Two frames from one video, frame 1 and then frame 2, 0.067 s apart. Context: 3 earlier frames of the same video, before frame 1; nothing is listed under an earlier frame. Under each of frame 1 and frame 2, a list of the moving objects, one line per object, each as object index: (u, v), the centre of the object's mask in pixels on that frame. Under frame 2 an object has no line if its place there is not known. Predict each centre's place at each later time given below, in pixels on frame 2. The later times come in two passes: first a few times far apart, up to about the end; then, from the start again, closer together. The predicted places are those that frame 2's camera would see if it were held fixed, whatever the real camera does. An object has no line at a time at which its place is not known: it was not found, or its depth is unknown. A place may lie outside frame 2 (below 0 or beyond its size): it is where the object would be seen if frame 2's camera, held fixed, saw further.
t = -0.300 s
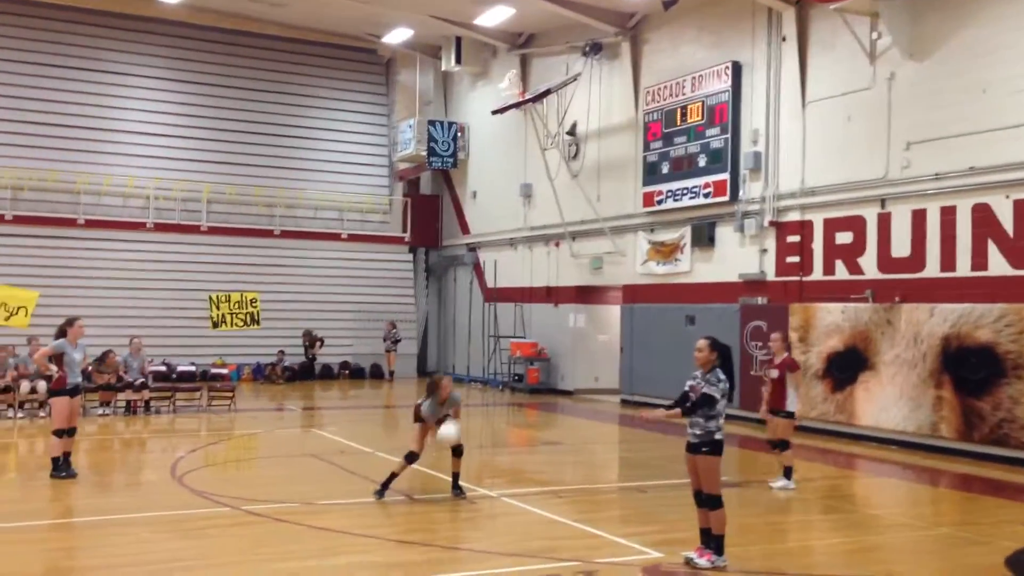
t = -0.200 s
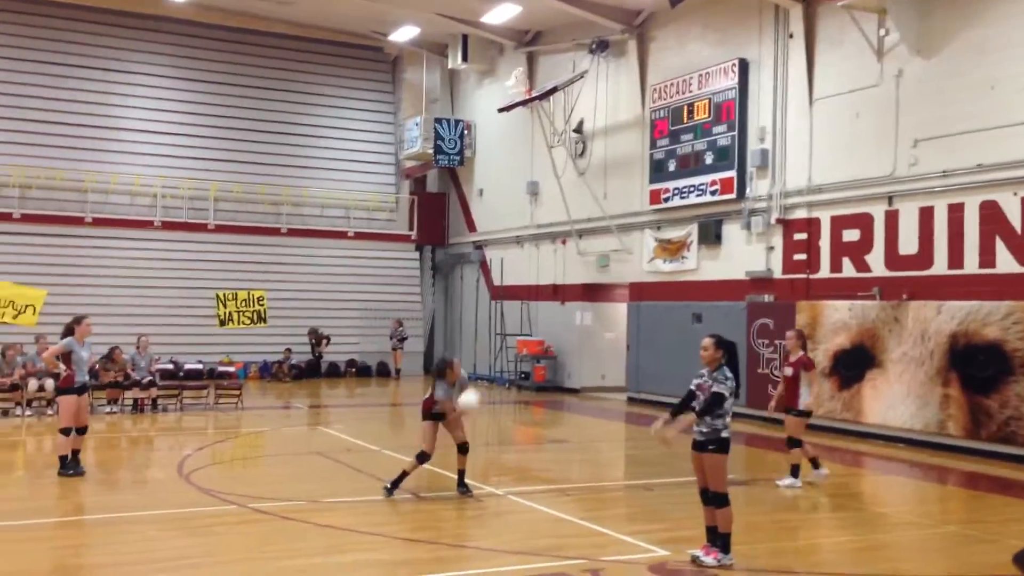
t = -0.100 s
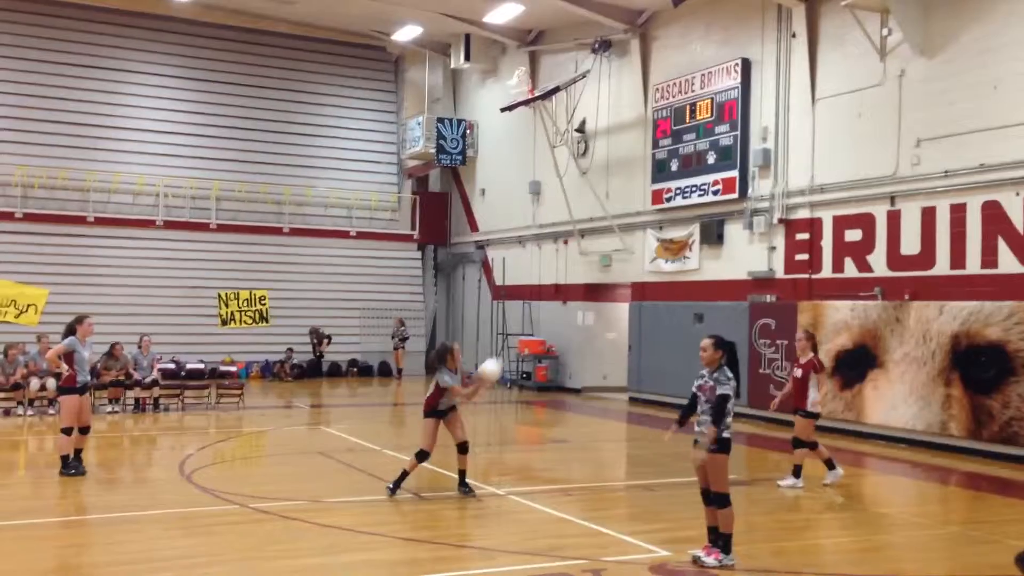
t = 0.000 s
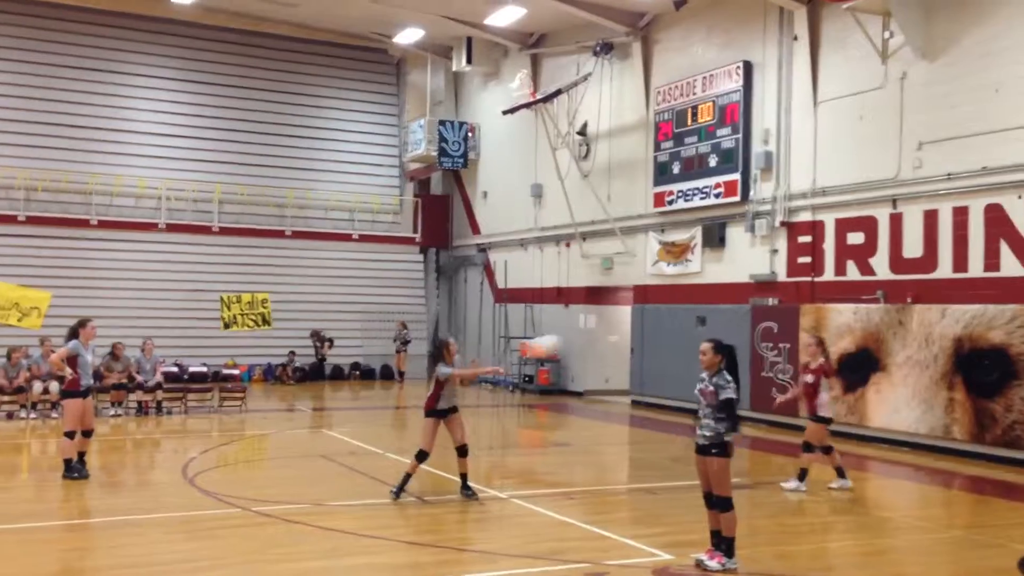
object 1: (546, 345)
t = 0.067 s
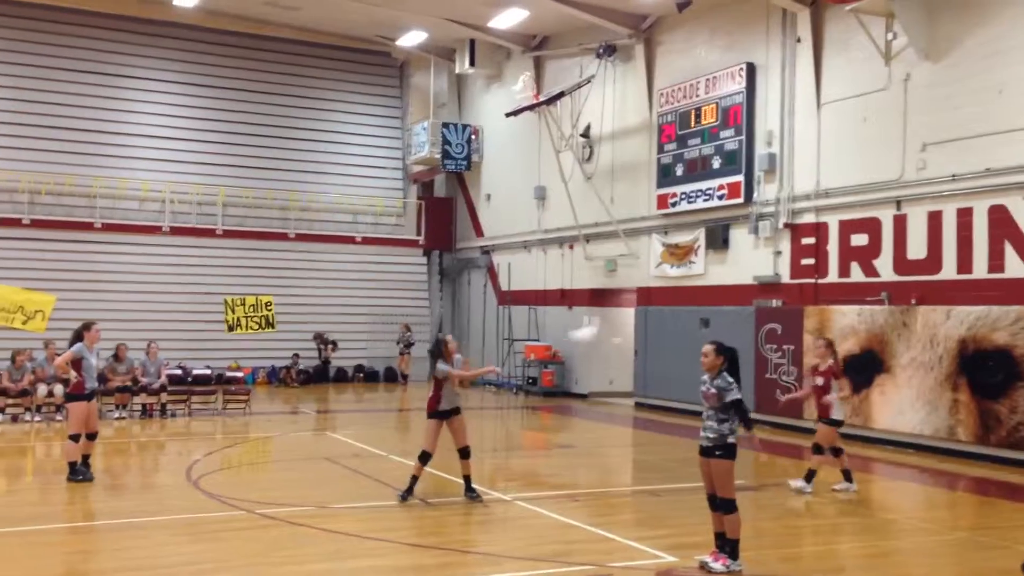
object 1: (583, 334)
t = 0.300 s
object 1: (709, 333)
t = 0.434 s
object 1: (771, 355)
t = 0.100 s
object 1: (602, 331)
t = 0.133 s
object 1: (621, 330)
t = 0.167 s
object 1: (641, 329)
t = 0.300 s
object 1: (709, 333)
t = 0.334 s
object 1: (725, 337)
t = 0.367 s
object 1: (740, 342)
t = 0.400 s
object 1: (756, 349)
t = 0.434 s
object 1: (771, 355)
